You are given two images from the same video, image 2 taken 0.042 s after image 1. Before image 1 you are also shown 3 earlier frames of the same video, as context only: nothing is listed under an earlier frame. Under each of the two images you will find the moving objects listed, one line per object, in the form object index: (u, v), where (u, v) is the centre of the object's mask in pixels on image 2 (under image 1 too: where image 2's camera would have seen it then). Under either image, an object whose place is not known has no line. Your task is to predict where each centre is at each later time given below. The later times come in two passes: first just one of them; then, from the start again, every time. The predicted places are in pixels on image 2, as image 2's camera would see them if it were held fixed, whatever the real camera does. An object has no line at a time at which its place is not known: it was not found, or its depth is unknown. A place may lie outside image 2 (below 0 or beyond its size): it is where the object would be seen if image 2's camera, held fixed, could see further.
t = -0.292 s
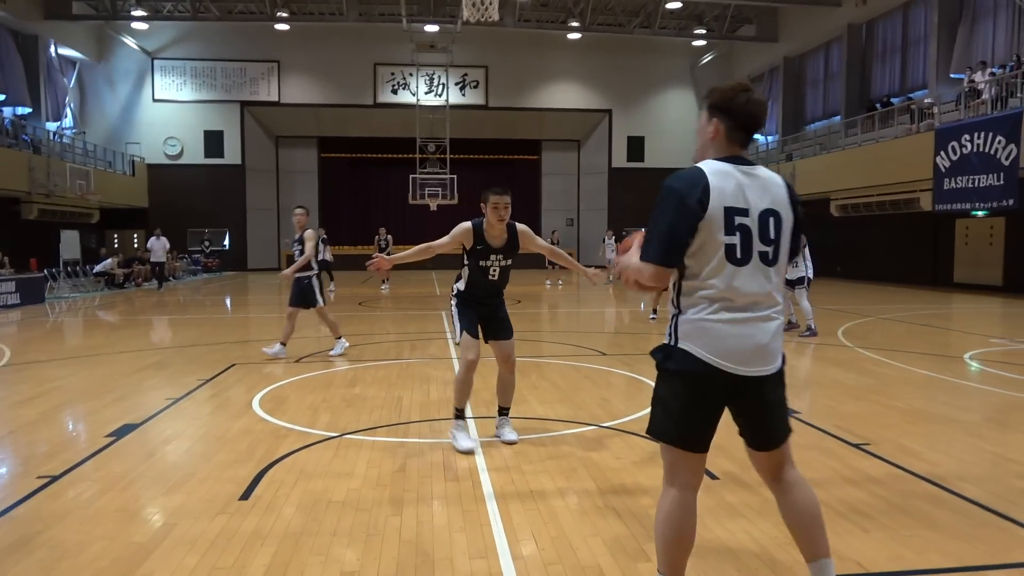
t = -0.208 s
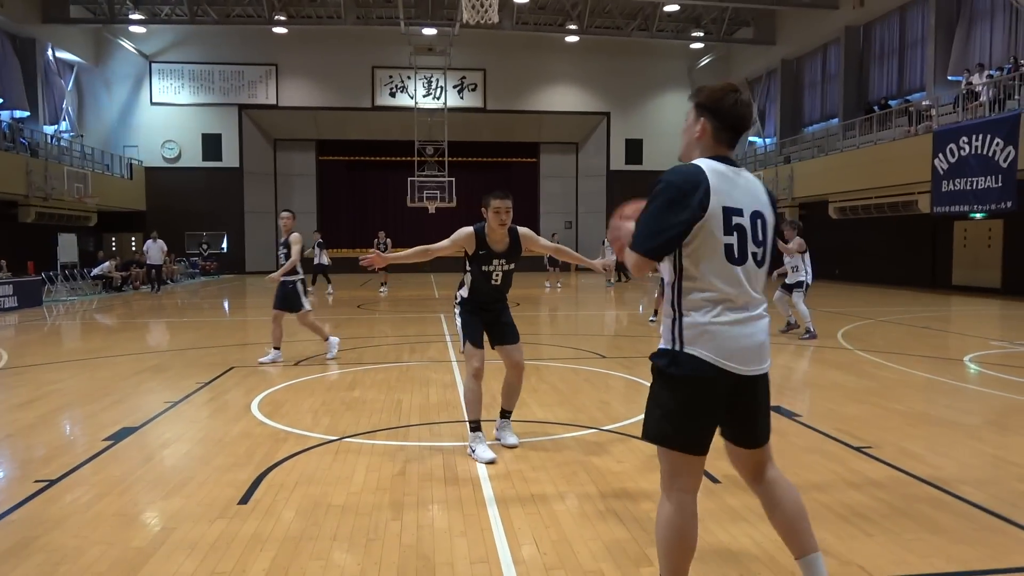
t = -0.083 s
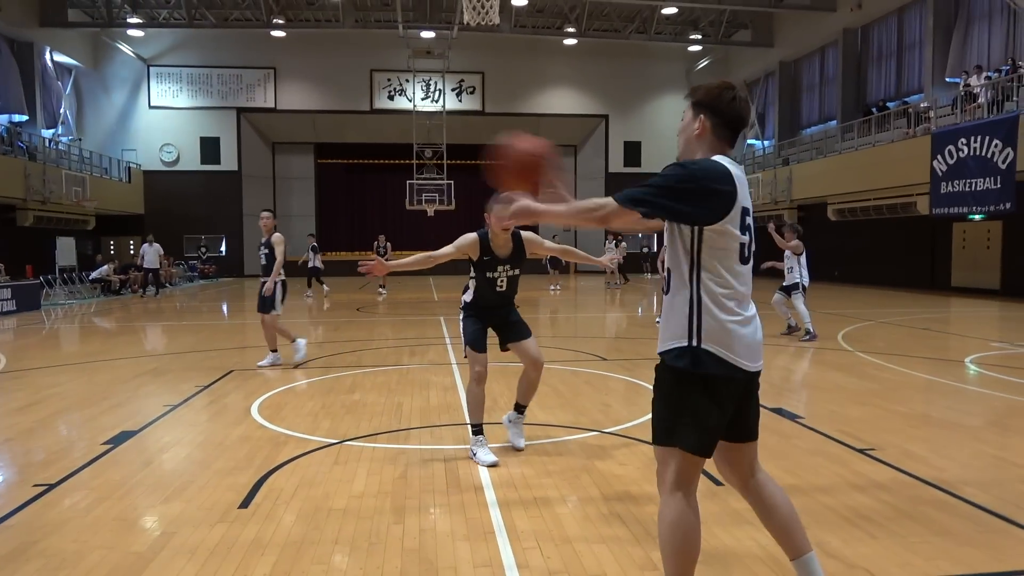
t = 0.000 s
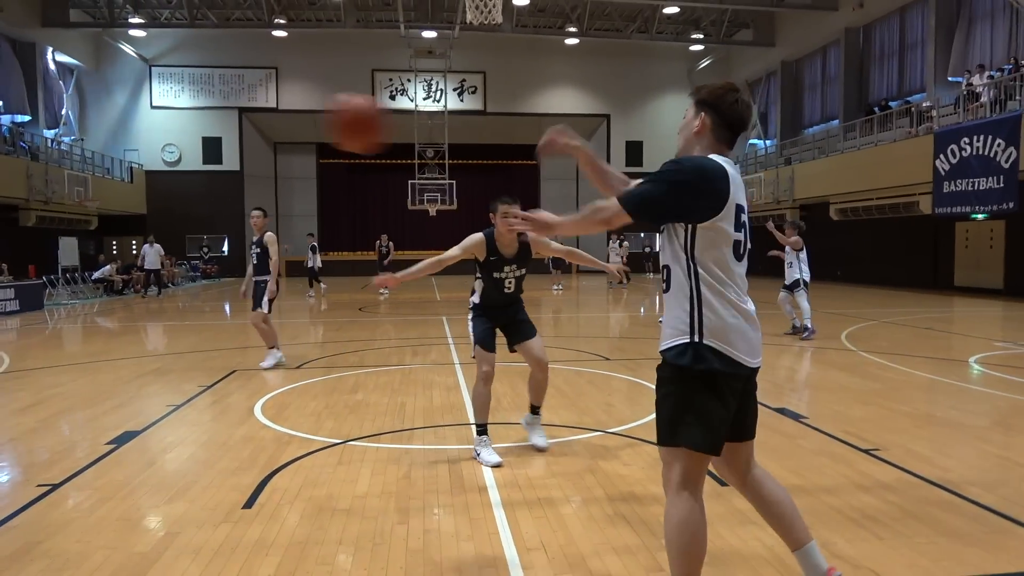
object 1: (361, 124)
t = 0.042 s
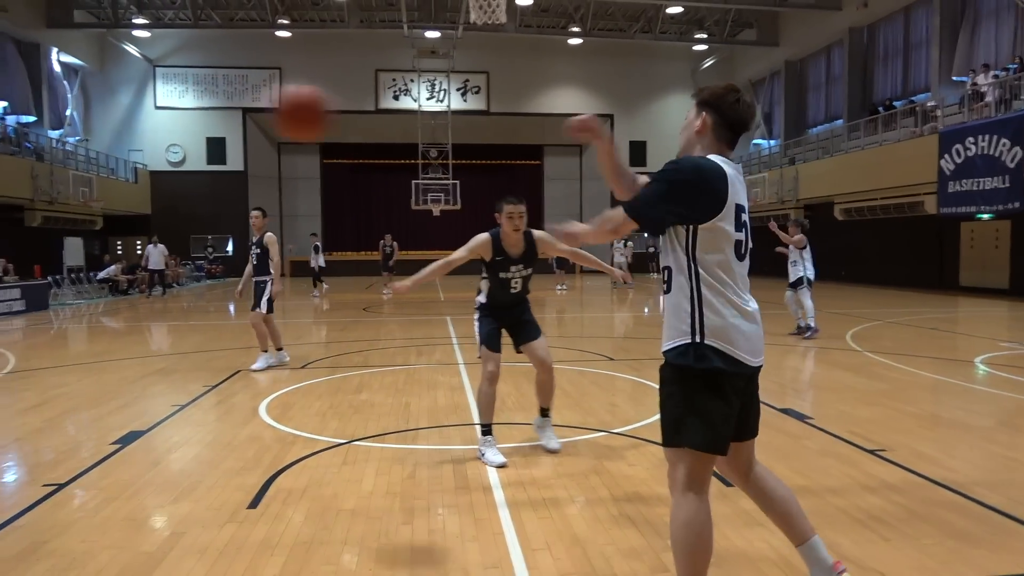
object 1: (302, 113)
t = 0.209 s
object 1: (53, 104)
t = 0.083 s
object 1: (218, 102)
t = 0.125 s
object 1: (164, 99)
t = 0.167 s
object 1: (95, 100)
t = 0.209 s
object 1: (53, 104)
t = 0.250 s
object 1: (-1, 112)
